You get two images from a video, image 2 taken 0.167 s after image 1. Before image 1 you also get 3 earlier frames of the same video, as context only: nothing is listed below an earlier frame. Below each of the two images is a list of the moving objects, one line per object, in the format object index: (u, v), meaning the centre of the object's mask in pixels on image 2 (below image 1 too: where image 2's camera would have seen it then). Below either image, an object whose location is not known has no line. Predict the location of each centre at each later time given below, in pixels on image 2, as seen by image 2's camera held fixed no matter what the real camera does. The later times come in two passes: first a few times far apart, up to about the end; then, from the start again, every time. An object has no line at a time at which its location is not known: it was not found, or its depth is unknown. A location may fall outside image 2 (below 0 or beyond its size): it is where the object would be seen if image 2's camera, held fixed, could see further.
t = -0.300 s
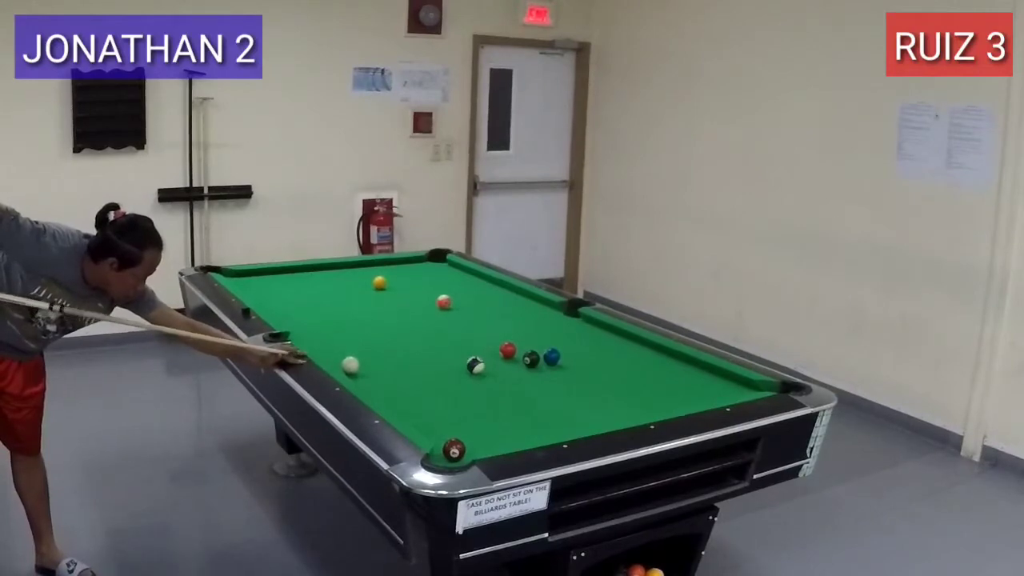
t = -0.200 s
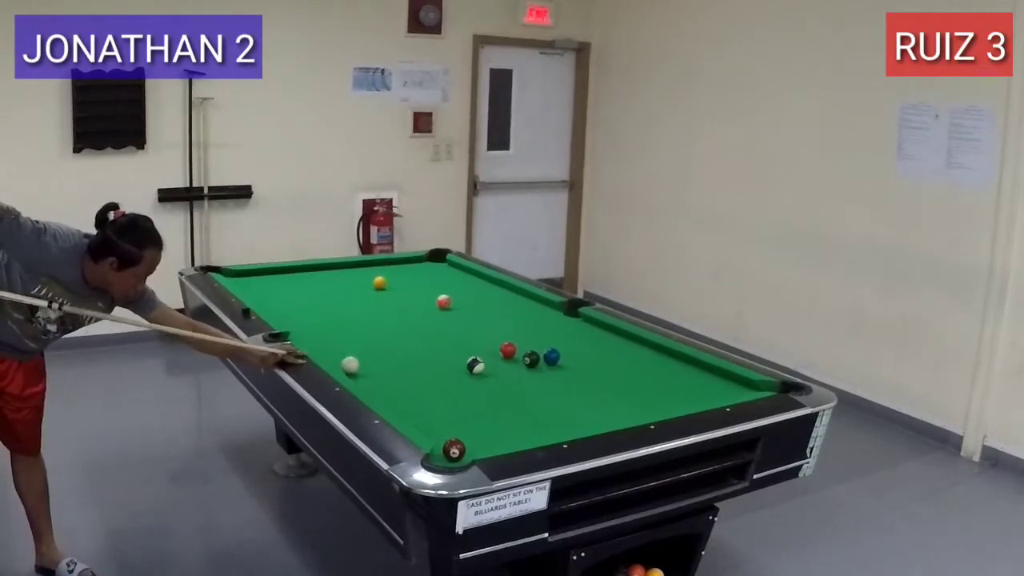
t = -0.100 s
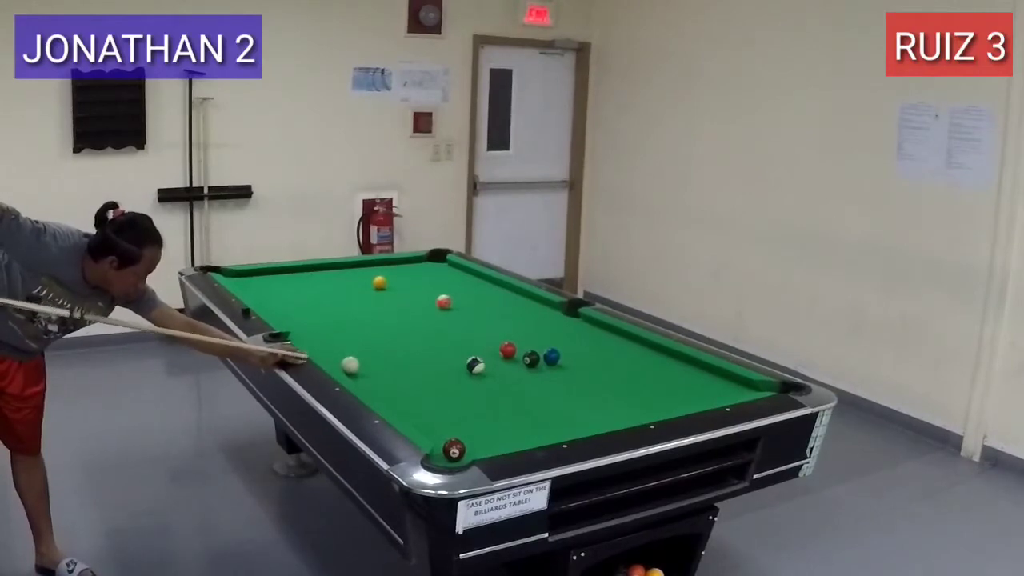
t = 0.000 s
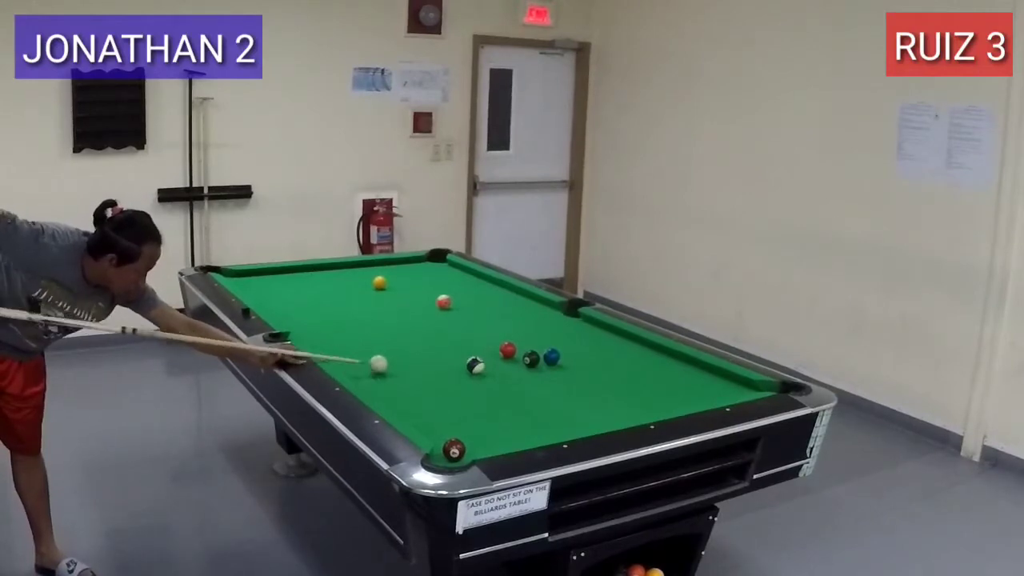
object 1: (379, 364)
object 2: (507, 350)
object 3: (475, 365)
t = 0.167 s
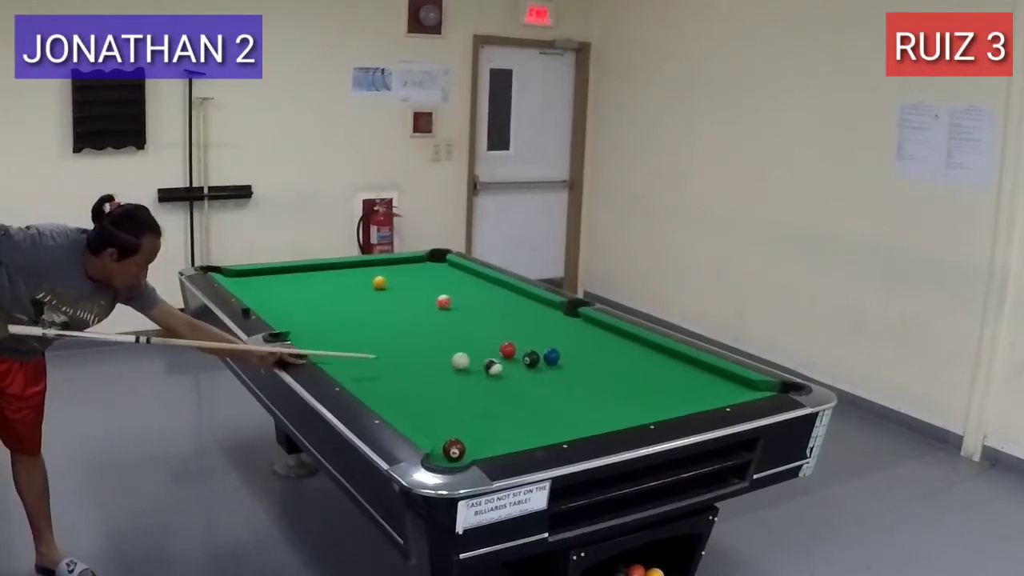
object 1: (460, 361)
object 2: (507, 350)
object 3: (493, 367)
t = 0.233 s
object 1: (468, 357)
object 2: (508, 349)
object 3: (524, 368)
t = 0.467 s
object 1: (491, 348)
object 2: (523, 348)
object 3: (610, 376)
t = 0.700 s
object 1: (494, 341)
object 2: (548, 344)
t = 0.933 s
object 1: (497, 336)
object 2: (571, 343)
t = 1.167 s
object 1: (499, 331)
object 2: (592, 340)
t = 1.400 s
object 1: (501, 327)
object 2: (609, 338)
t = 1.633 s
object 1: (503, 323)
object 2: (624, 336)
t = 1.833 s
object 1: (504, 321)
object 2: (620, 336)
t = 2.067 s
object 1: (505, 318)
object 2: (613, 336)
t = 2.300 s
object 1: (506, 316)
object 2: (607, 337)
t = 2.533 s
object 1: (507, 314)
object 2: (602, 338)
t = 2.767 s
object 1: (508, 313)
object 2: (600, 338)
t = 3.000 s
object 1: (509, 312)
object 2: (598, 339)
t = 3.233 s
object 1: (509, 312)
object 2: (597, 339)
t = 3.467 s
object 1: (509, 312)
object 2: (597, 339)
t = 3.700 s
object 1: (509, 312)
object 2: (597, 339)
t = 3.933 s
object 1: (509, 312)
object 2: (597, 339)
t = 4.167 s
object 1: (509, 312)
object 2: (597, 339)
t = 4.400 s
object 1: (509, 312)
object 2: (597, 339)
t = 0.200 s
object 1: (464, 359)
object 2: (507, 349)
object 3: (509, 368)
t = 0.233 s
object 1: (468, 357)
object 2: (508, 349)
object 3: (524, 368)
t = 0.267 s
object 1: (473, 355)
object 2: (508, 350)
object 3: (538, 370)
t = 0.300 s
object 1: (479, 354)
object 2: (508, 349)
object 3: (550, 372)
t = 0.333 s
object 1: (485, 352)
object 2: (508, 350)
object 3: (563, 372)
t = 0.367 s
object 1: (490, 350)
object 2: (508, 350)
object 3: (575, 374)
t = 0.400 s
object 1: (491, 350)
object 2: (513, 350)
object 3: (586, 375)
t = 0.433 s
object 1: (490, 349)
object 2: (518, 349)
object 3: (598, 376)
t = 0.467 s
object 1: (491, 348)
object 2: (523, 348)
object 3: (610, 376)
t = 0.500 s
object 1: (491, 347)
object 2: (526, 347)
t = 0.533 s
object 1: (492, 346)
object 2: (530, 346)
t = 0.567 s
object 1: (492, 345)
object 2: (534, 345)
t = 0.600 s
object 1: (493, 344)
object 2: (538, 345)
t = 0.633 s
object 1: (493, 343)
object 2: (541, 345)
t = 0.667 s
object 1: (493, 342)
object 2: (544, 345)
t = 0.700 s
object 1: (494, 341)
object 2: (548, 344)
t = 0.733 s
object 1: (494, 340)
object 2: (552, 344)
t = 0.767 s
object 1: (495, 340)
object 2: (556, 344)
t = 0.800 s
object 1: (495, 339)
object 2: (559, 344)
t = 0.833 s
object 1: (495, 338)
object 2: (562, 344)
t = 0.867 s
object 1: (496, 337)
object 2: (565, 344)
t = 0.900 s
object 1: (496, 337)
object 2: (568, 343)
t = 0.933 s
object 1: (497, 336)
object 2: (571, 343)
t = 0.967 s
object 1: (497, 335)
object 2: (574, 343)
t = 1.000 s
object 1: (497, 335)
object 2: (577, 342)
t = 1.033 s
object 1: (498, 334)
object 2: (580, 342)
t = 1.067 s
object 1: (498, 333)
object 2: (583, 341)
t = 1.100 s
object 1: (498, 332)
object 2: (586, 341)
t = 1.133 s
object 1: (498, 332)
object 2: (589, 341)
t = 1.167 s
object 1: (499, 331)
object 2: (592, 340)
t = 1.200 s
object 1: (499, 330)
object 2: (594, 340)
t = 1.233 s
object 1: (500, 330)
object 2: (597, 340)
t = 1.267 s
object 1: (500, 329)
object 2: (600, 339)
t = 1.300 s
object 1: (500, 329)
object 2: (602, 339)
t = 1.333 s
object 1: (500, 328)
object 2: (604, 339)
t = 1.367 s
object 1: (501, 328)
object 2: (607, 338)
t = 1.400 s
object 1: (501, 327)
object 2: (609, 338)
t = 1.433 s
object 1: (501, 326)
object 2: (611, 337)
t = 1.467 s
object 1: (501, 326)
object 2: (614, 337)
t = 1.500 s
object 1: (502, 325)
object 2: (616, 337)
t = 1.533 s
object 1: (502, 325)
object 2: (618, 336)
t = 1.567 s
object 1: (503, 324)
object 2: (620, 336)
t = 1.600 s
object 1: (502, 324)
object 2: (622, 336)
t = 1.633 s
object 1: (503, 323)
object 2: (624, 336)
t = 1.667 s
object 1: (503, 323)
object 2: (625, 336)
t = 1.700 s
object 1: (503, 322)
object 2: (624, 336)
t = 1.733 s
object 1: (503, 322)
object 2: (623, 336)
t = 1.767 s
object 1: (503, 321)
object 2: (622, 336)
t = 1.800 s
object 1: (504, 321)
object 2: (621, 336)
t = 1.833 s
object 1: (504, 321)
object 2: (620, 336)
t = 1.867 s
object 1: (504, 320)
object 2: (619, 336)
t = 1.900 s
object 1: (504, 320)
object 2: (618, 336)
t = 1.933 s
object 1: (505, 319)
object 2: (616, 336)
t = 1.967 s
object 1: (505, 319)
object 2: (615, 336)
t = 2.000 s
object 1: (505, 319)
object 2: (615, 336)
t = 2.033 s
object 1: (505, 319)
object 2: (613, 336)
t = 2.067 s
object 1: (505, 318)
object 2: (613, 336)
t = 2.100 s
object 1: (506, 318)
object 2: (612, 336)
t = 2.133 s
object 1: (506, 317)
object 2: (611, 337)
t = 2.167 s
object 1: (506, 317)
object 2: (610, 337)
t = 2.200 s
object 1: (506, 317)
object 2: (609, 337)
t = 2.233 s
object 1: (506, 317)
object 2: (609, 337)
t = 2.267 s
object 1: (506, 316)
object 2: (608, 337)
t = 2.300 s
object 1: (506, 316)
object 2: (607, 337)
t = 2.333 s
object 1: (506, 316)
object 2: (606, 337)
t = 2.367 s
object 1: (507, 315)
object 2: (606, 337)
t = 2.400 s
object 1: (506, 315)
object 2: (605, 338)
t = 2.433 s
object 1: (507, 315)
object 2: (604, 338)
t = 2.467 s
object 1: (507, 315)
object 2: (604, 338)
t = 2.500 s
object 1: (507, 315)
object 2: (602, 338)
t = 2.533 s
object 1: (507, 314)
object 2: (602, 338)
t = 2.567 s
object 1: (507, 314)
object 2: (602, 338)
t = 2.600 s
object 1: (507, 314)
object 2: (601, 338)
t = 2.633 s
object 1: (507, 314)
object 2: (601, 338)
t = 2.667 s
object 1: (507, 313)
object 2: (600, 338)
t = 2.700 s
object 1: (508, 313)
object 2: (600, 338)
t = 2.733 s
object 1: (508, 313)
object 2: (600, 338)
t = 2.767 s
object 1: (508, 313)
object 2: (600, 338)
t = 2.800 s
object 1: (508, 313)
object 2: (599, 338)
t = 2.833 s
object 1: (508, 313)
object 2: (599, 338)
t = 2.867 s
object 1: (508, 313)
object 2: (598, 338)
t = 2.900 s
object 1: (509, 313)
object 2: (598, 339)
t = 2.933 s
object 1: (509, 313)
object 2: (598, 339)
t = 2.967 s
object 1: (509, 313)
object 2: (598, 339)
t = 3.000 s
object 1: (509, 312)
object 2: (598, 339)
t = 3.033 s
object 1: (509, 312)
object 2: (597, 339)
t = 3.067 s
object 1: (509, 312)
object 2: (597, 339)
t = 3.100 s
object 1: (509, 312)
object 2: (597, 339)
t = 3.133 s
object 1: (509, 312)
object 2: (597, 339)
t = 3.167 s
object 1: (509, 312)
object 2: (597, 339)
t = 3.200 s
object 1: (509, 312)
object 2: (597, 339)
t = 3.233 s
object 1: (509, 312)
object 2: (597, 339)
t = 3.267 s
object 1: (509, 312)
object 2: (597, 339)
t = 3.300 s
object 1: (509, 312)
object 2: (597, 339)
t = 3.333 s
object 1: (509, 312)
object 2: (597, 339)
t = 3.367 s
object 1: (509, 312)
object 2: (597, 339)
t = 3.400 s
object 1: (509, 312)
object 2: (597, 339)
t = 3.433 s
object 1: (509, 312)
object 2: (597, 339)
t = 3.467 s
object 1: (509, 312)
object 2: (597, 339)
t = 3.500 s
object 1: (509, 312)
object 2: (597, 339)
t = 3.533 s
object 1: (509, 312)
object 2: (597, 339)
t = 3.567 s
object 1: (509, 312)
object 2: (597, 339)
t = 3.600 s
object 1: (509, 312)
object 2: (597, 339)
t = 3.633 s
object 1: (509, 312)
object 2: (597, 339)
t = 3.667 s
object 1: (509, 312)
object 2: (597, 339)
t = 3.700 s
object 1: (509, 312)
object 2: (597, 339)
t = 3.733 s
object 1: (509, 312)
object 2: (597, 339)
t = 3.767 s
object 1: (509, 312)
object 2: (597, 339)
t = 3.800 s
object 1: (509, 312)
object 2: (597, 339)
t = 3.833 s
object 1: (509, 312)
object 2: (597, 339)
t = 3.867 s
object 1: (509, 312)
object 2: (597, 339)
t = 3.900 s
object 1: (509, 312)
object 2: (597, 339)
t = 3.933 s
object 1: (509, 312)
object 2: (597, 339)
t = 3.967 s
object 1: (509, 312)
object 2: (597, 339)
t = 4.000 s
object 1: (509, 312)
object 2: (597, 339)
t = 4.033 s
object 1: (509, 312)
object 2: (597, 339)
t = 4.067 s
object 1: (509, 312)
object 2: (597, 339)
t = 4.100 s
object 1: (509, 312)
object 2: (597, 339)
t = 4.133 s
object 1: (509, 312)
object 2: (597, 339)
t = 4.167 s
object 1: (509, 312)
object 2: (597, 339)
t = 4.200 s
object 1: (509, 312)
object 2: (597, 339)
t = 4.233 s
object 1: (509, 312)
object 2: (597, 339)
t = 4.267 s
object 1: (509, 312)
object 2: (597, 339)
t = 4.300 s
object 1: (509, 312)
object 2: (597, 339)
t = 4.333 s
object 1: (510, 312)
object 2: (597, 339)
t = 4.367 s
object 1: (510, 312)
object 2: (597, 339)
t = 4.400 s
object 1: (509, 312)
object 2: (597, 339)
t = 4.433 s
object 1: (510, 312)
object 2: (597, 339)
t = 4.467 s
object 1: (509, 312)
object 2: (597, 339)
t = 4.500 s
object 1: (509, 312)
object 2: (597, 339)
